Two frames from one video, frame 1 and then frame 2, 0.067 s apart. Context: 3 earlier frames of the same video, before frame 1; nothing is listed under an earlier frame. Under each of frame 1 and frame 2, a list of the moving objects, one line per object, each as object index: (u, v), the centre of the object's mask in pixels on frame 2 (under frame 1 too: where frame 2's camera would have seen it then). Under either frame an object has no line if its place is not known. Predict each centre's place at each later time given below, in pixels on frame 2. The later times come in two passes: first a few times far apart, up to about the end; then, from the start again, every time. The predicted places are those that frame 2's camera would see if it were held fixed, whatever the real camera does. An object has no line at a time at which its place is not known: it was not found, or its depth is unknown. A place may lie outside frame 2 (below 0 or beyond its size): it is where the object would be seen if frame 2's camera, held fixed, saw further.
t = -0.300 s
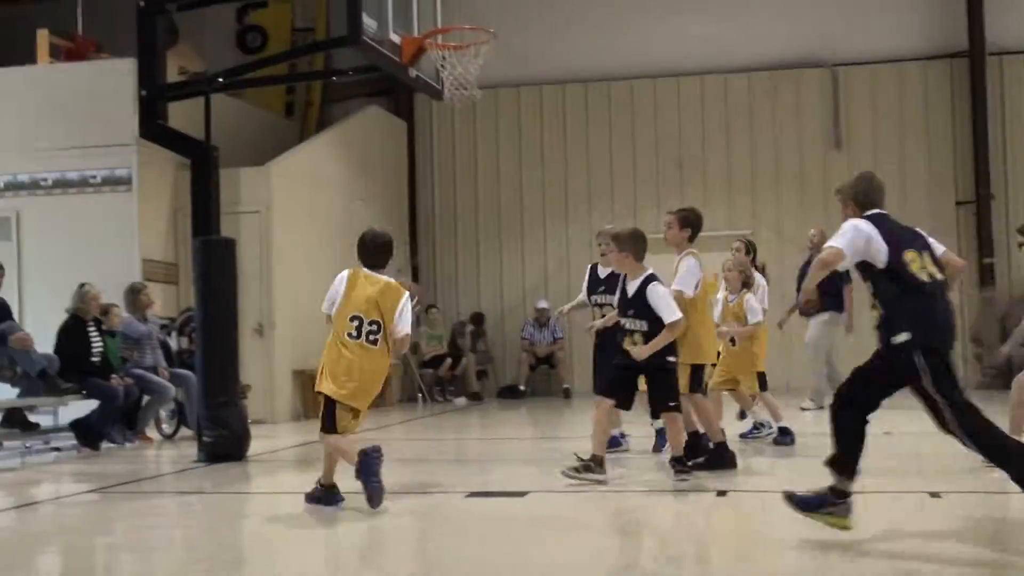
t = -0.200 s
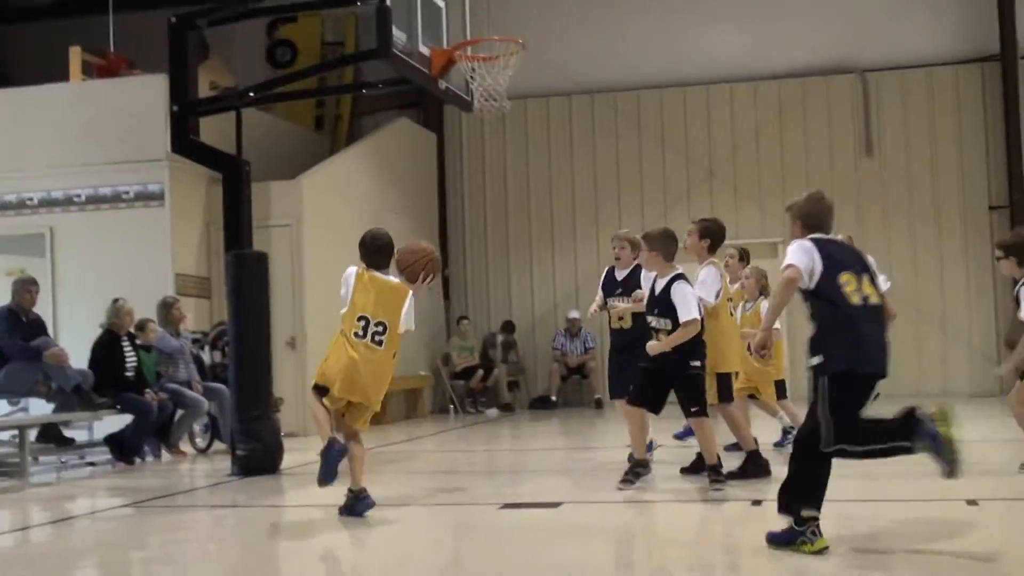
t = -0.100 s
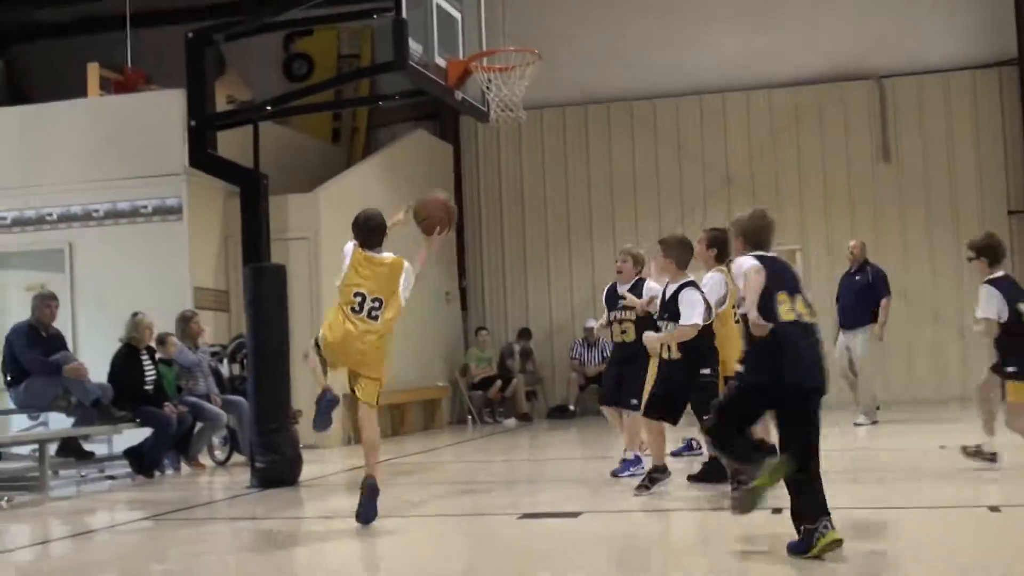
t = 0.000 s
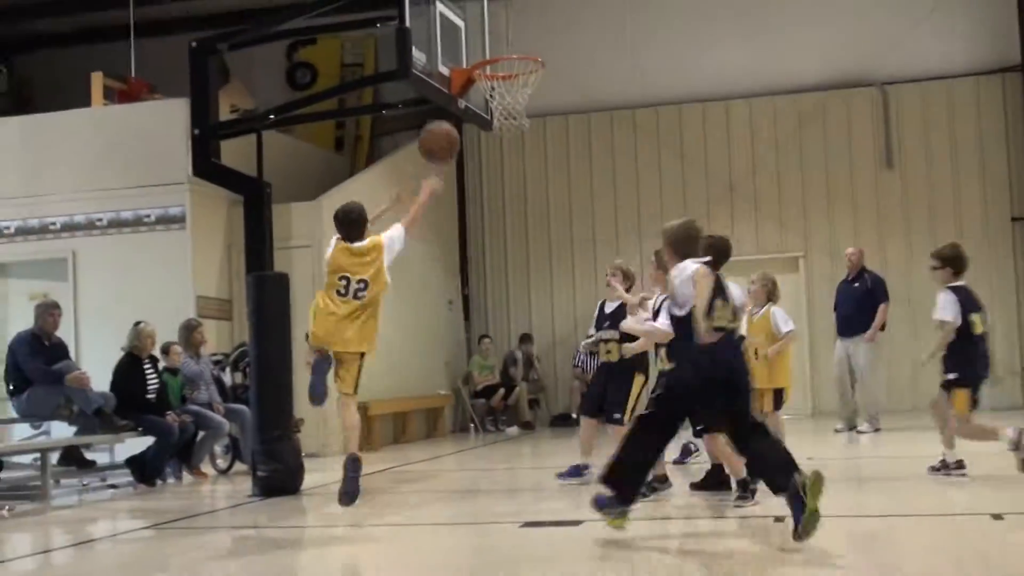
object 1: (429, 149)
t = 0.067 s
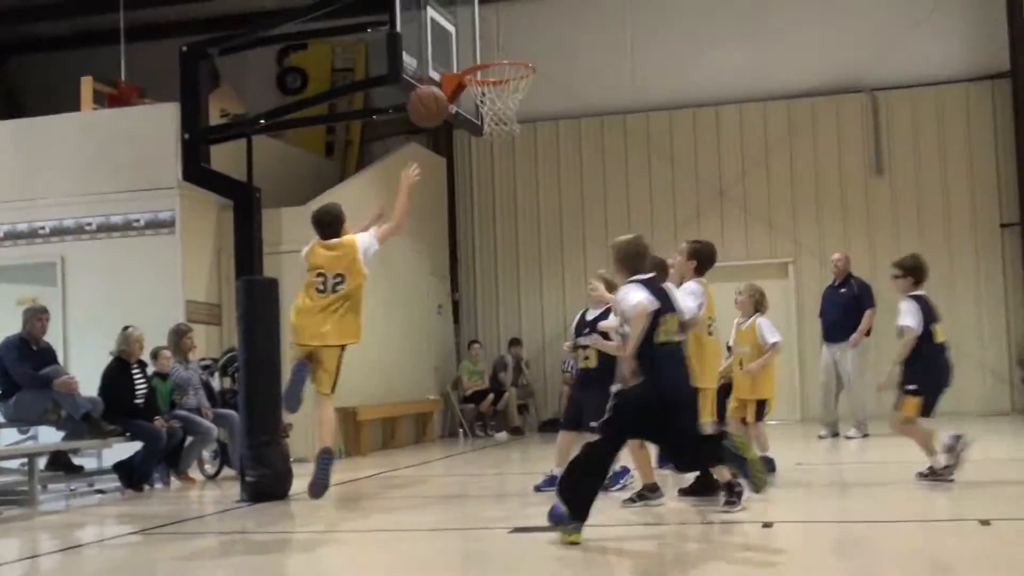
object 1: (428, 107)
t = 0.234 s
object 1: (423, 45)
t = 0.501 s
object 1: (472, 54)
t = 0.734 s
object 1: (472, 92)
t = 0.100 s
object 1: (427, 90)
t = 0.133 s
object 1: (425, 75)
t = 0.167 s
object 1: (425, 62)
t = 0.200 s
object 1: (424, 52)
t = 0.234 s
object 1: (423, 45)
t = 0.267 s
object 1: (429, 42)
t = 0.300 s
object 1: (438, 40)
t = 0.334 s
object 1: (445, 41)
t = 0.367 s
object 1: (453, 43)
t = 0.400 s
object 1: (460, 48)
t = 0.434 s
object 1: (468, 54)
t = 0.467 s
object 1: (472, 55)
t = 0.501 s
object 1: (472, 54)
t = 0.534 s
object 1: (472, 54)
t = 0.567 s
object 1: (472, 55)
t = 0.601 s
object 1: (473, 58)
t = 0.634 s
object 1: (473, 63)
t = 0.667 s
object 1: (474, 71)
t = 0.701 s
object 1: (474, 80)
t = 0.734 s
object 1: (472, 92)
